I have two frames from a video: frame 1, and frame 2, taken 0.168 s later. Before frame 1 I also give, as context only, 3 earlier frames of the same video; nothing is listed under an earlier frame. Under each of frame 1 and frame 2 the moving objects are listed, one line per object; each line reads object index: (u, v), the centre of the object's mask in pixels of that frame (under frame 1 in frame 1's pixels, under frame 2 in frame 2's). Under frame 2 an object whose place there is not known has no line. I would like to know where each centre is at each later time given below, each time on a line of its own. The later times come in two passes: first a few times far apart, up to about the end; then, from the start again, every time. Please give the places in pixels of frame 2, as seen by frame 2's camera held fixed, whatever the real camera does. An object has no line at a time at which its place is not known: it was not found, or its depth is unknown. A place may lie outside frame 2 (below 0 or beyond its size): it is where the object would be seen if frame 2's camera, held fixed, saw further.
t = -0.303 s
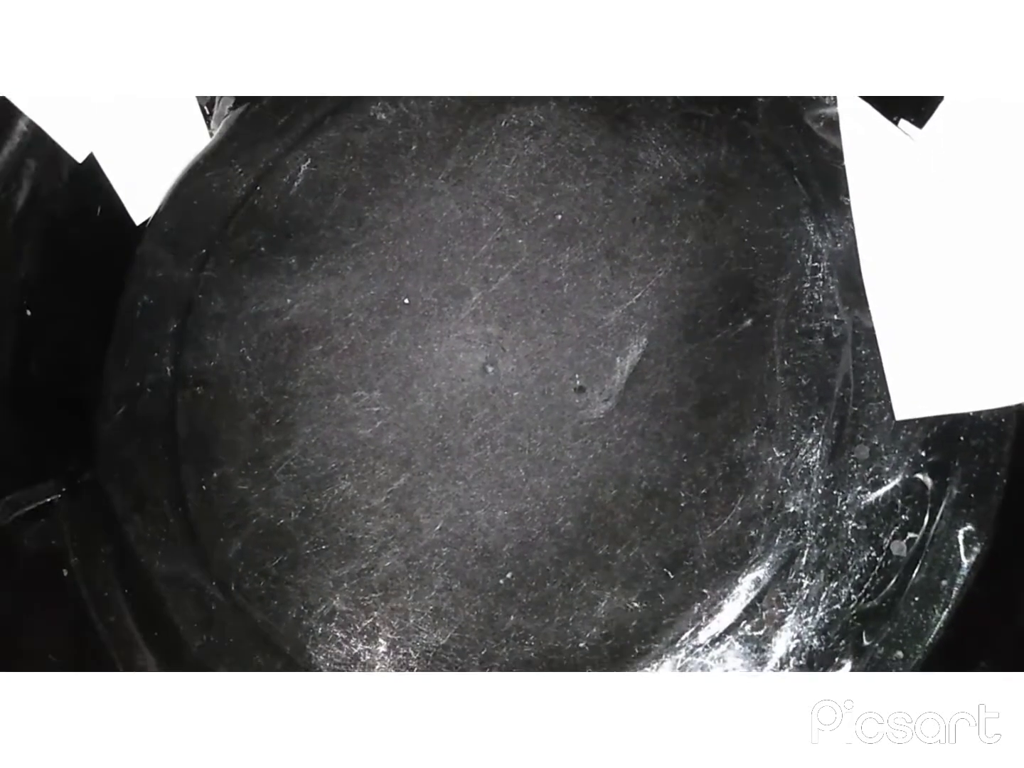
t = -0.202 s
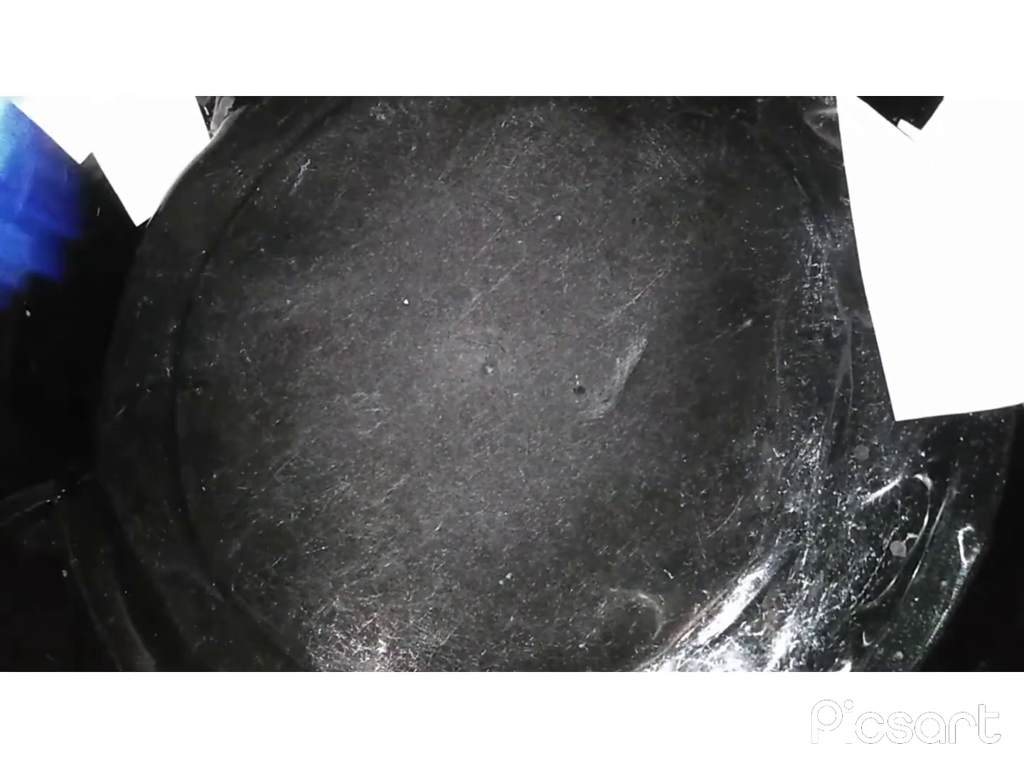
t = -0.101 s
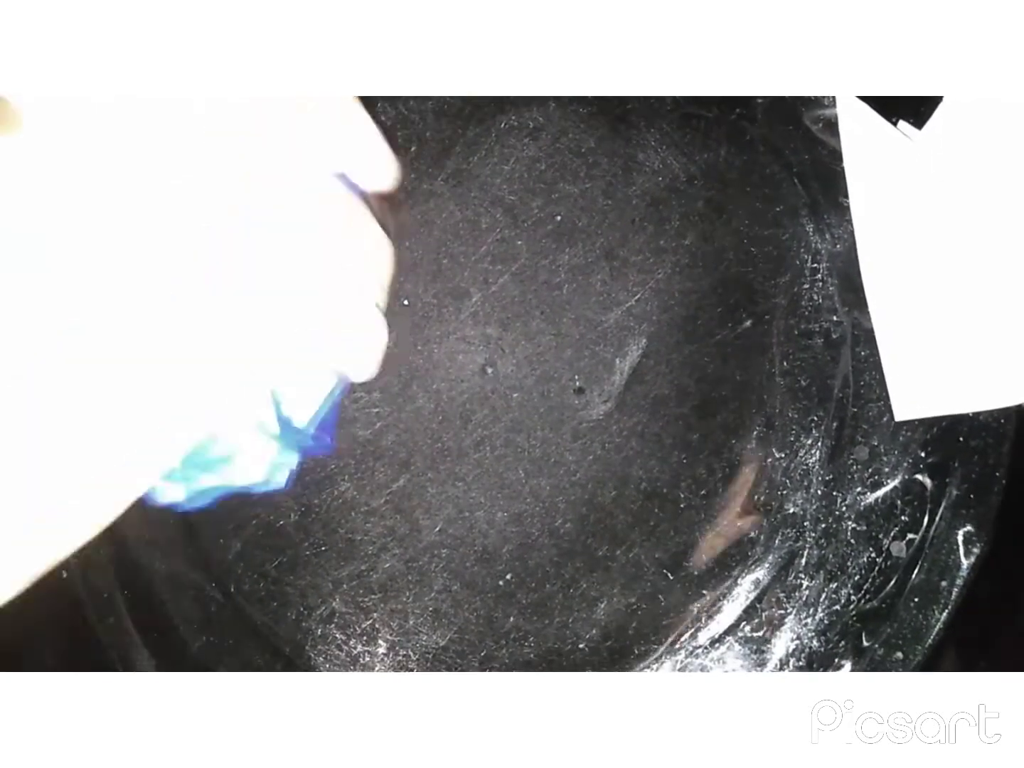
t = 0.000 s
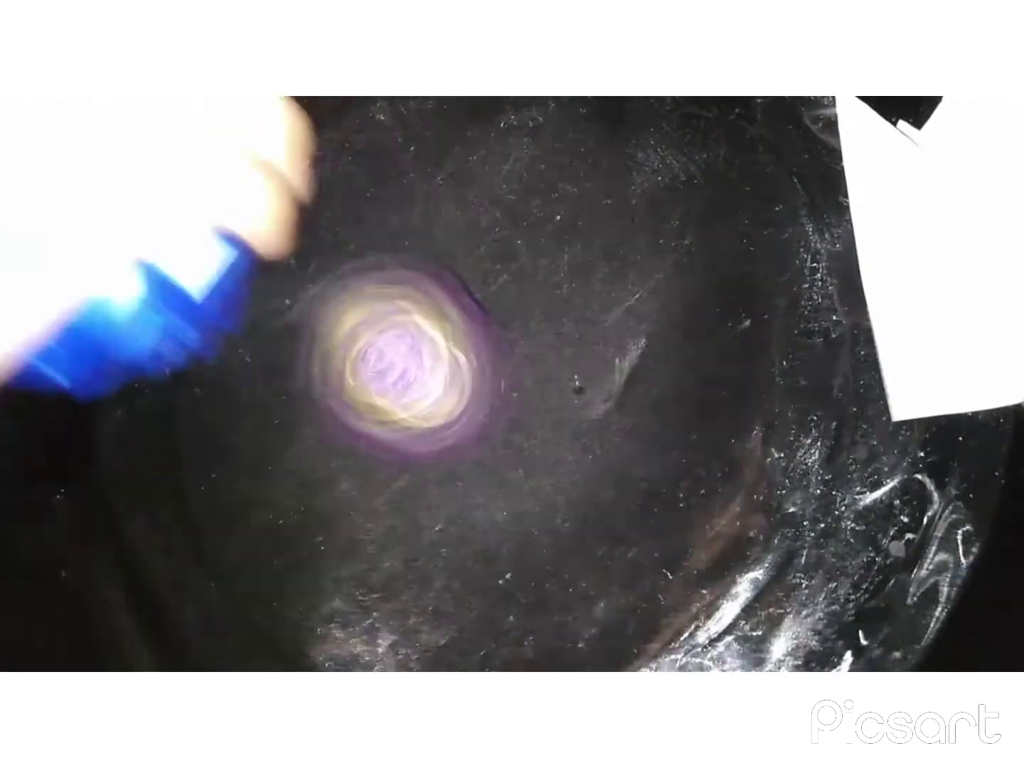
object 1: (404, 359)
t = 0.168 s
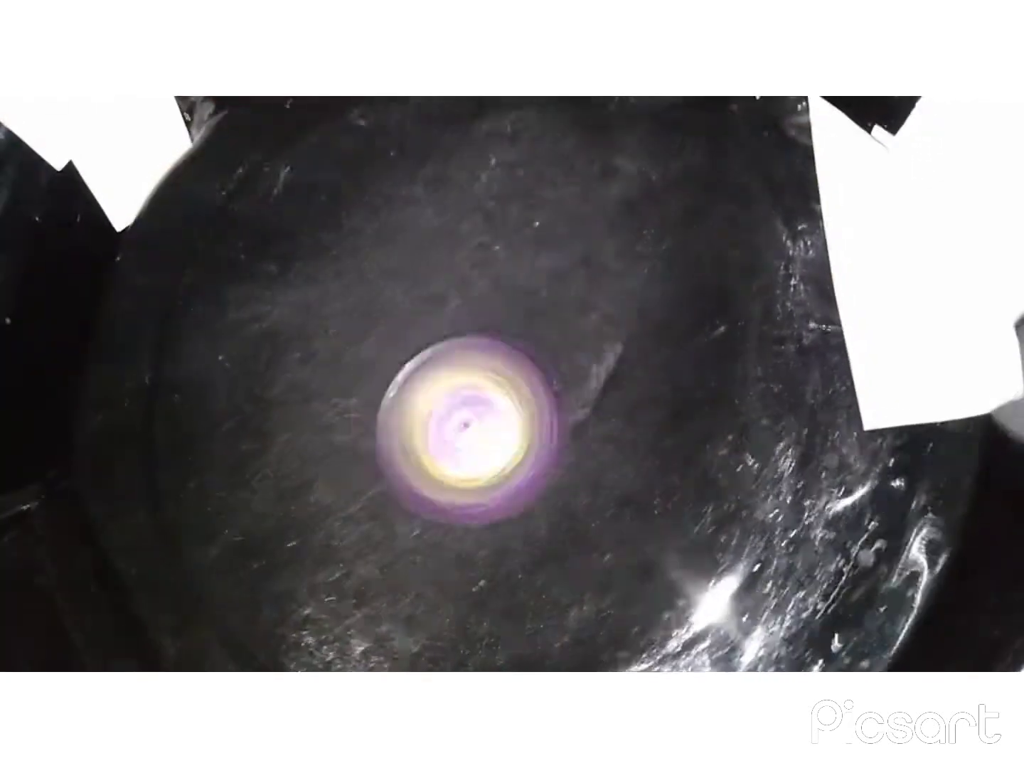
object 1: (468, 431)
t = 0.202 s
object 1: (489, 425)
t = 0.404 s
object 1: (537, 261)
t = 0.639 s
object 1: (279, 300)
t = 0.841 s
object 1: (399, 499)
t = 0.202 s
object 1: (489, 425)
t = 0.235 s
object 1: (511, 413)
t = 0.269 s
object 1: (533, 393)
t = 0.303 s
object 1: (548, 363)
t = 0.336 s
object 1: (557, 331)
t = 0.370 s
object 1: (552, 295)
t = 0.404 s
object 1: (537, 261)
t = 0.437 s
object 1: (510, 236)
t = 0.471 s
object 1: (477, 221)
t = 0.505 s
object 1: (436, 215)
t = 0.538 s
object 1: (388, 220)
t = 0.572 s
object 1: (344, 238)
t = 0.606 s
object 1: (307, 265)
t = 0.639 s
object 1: (279, 300)
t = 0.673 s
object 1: (265, 334)
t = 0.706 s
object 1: (260, 375)
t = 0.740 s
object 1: (273, 412)
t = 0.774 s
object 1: (305, 453)
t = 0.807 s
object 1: (349, 484)
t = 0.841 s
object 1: (399, 499)
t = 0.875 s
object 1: (455, 496)
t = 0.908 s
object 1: (506, 477)
